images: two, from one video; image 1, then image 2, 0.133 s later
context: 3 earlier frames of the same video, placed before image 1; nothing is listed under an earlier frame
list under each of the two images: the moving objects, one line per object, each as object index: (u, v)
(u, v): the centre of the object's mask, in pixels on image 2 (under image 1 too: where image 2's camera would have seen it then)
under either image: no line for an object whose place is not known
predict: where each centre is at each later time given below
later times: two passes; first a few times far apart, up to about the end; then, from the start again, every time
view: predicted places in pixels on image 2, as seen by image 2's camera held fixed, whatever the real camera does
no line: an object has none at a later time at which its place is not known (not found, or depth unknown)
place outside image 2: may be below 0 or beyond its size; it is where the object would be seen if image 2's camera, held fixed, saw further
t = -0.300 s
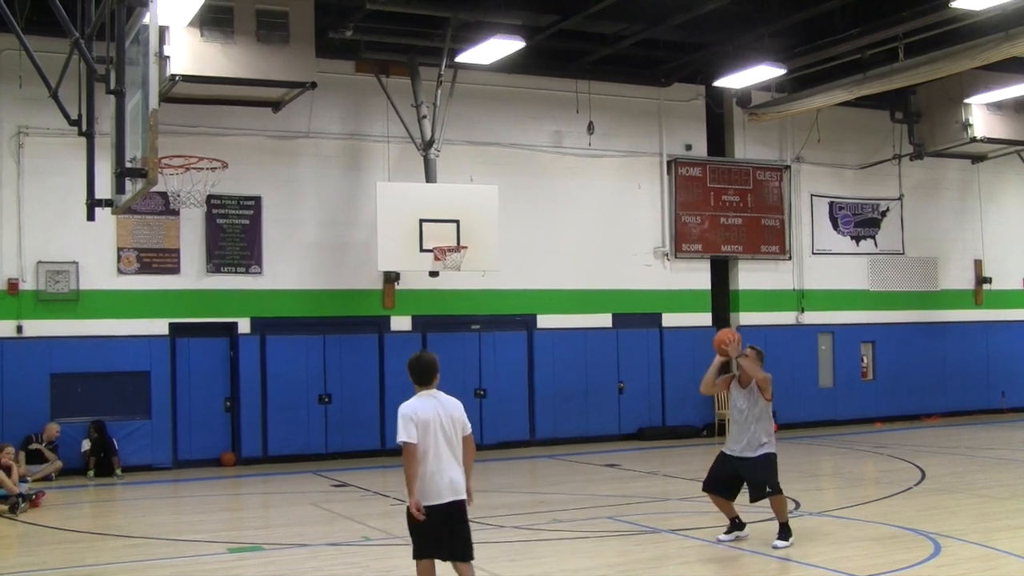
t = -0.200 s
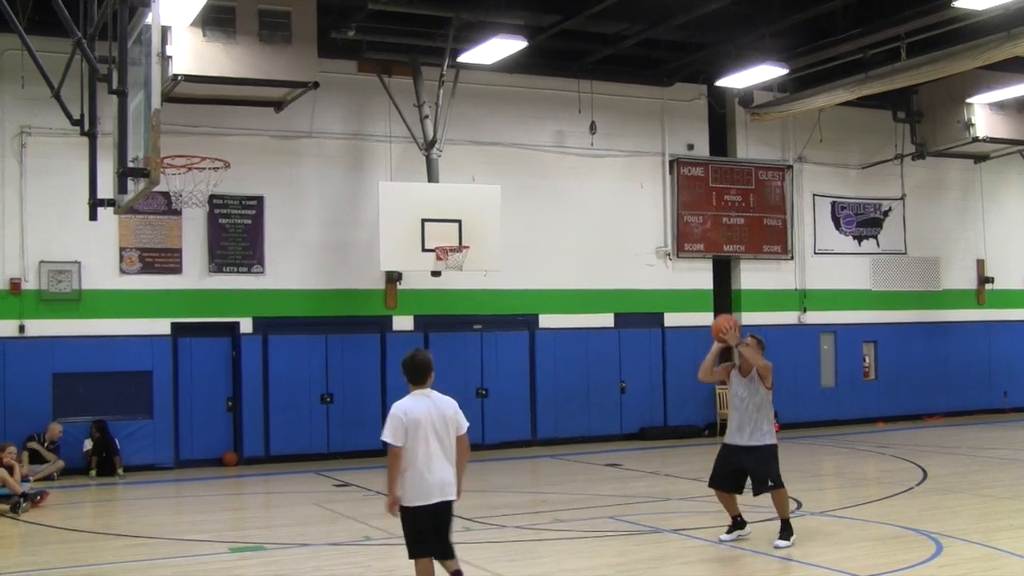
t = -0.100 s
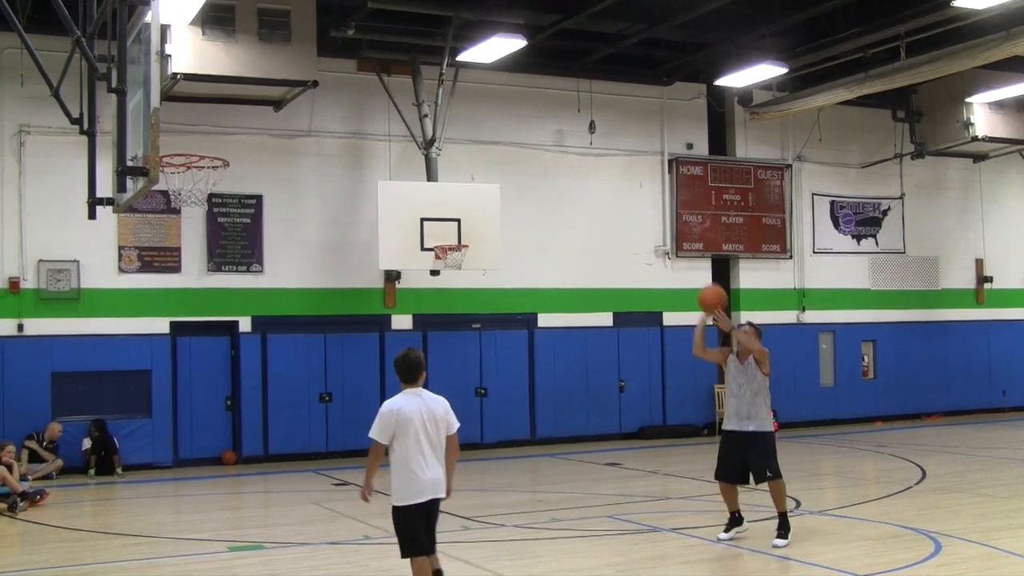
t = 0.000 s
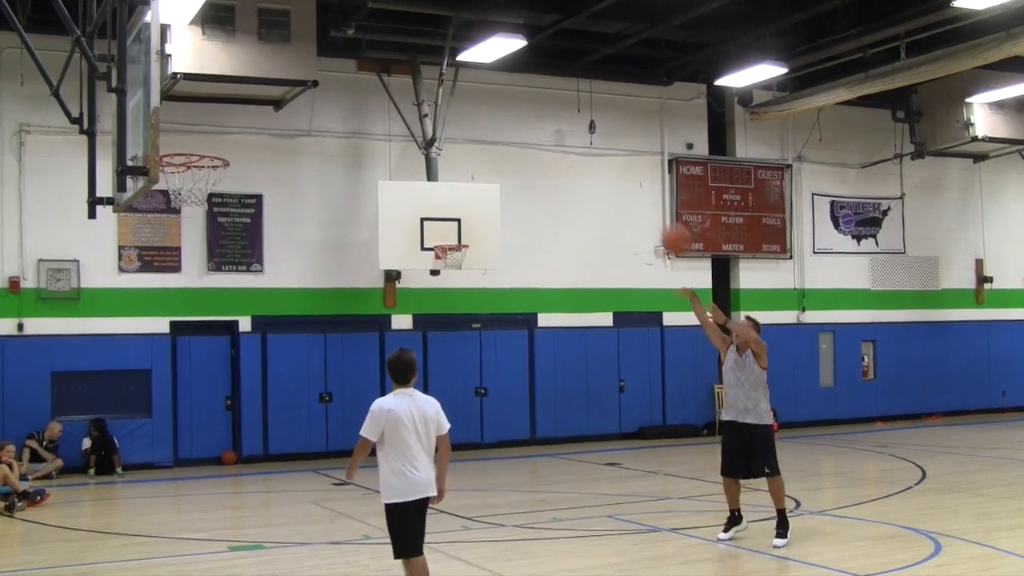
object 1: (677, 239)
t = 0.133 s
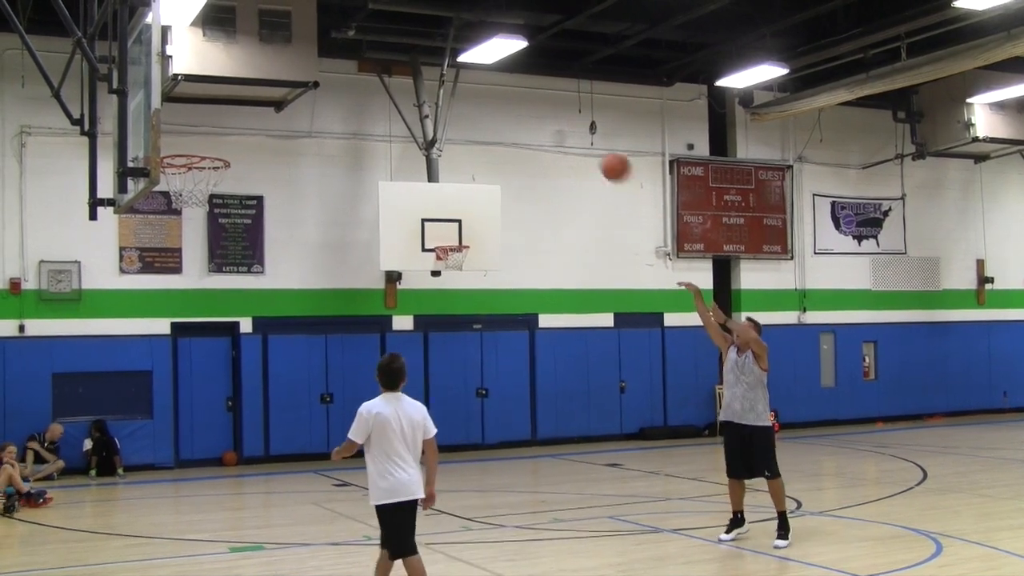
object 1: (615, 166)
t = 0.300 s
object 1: (537, 102)
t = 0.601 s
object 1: (388, 64)
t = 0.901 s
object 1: (224, 146)
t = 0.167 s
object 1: (600, 152)
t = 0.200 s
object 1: (584, 137)
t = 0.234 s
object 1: (568, 124)
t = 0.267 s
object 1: (552, 112)
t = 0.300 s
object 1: (537, 102)
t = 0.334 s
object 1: (520, 92)
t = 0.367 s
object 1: (504, 84)
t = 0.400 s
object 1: (488, 78)
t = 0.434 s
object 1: (471, 74)
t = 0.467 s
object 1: (454, 68)
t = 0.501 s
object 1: (437, 64)
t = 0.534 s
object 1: (420, 63)
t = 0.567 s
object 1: (404, 63)
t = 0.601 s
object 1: (388, 64)
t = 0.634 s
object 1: (370, 67)
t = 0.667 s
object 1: (353, 71)
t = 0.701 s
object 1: (334, 77)
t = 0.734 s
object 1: (317, 85)
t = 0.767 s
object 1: (298, 93)
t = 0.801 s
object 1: (280, 104)
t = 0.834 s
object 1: (261, 116)
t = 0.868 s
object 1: (242, 131)
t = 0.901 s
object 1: (224, 146)
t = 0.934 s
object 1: (207, 157)
